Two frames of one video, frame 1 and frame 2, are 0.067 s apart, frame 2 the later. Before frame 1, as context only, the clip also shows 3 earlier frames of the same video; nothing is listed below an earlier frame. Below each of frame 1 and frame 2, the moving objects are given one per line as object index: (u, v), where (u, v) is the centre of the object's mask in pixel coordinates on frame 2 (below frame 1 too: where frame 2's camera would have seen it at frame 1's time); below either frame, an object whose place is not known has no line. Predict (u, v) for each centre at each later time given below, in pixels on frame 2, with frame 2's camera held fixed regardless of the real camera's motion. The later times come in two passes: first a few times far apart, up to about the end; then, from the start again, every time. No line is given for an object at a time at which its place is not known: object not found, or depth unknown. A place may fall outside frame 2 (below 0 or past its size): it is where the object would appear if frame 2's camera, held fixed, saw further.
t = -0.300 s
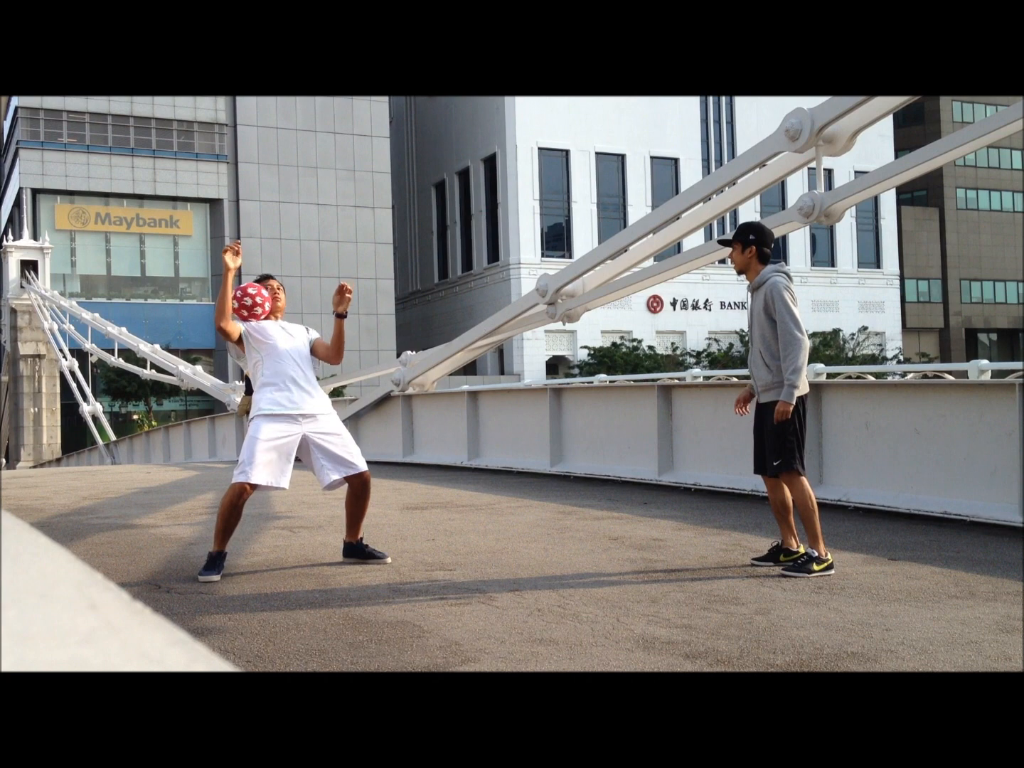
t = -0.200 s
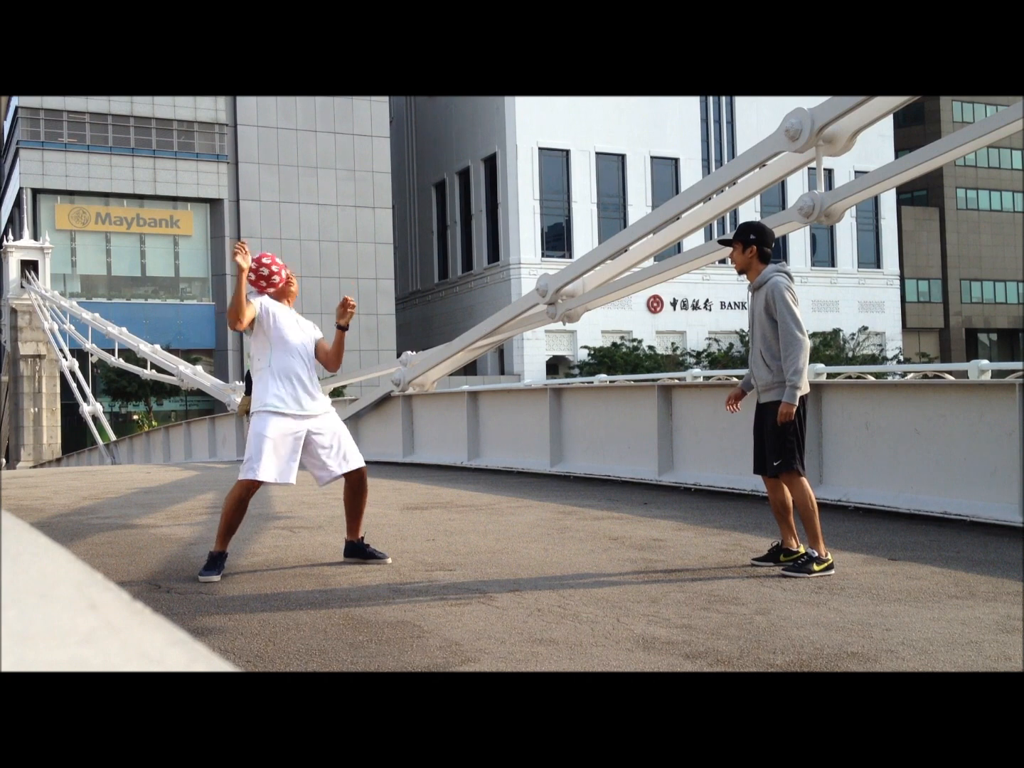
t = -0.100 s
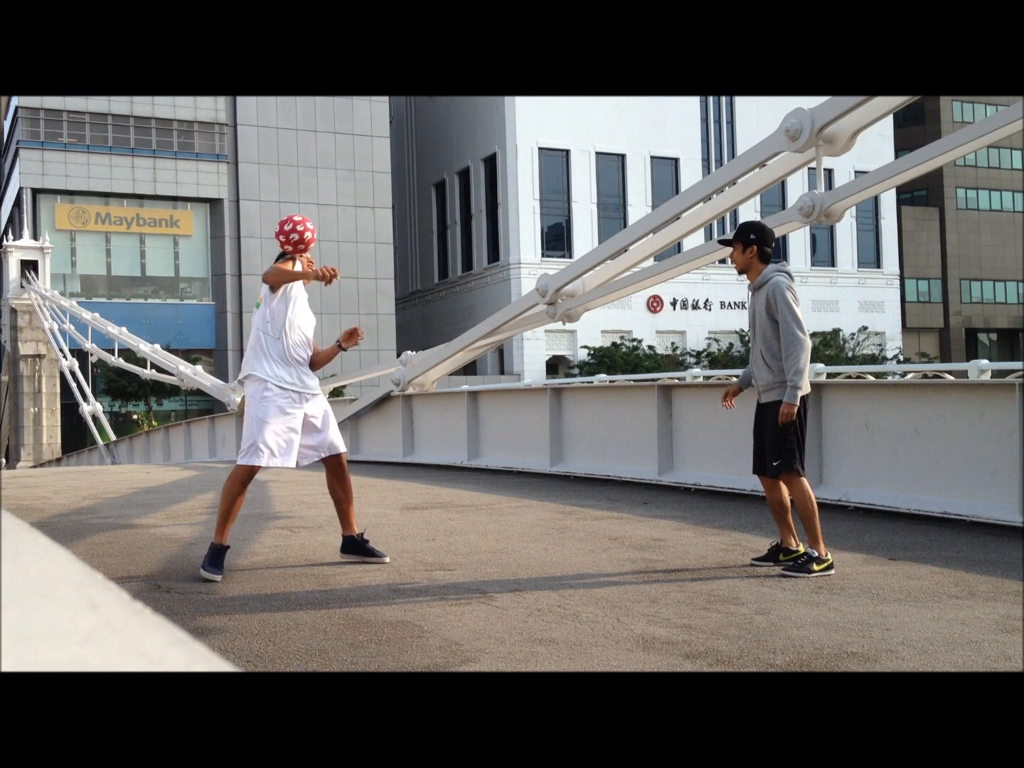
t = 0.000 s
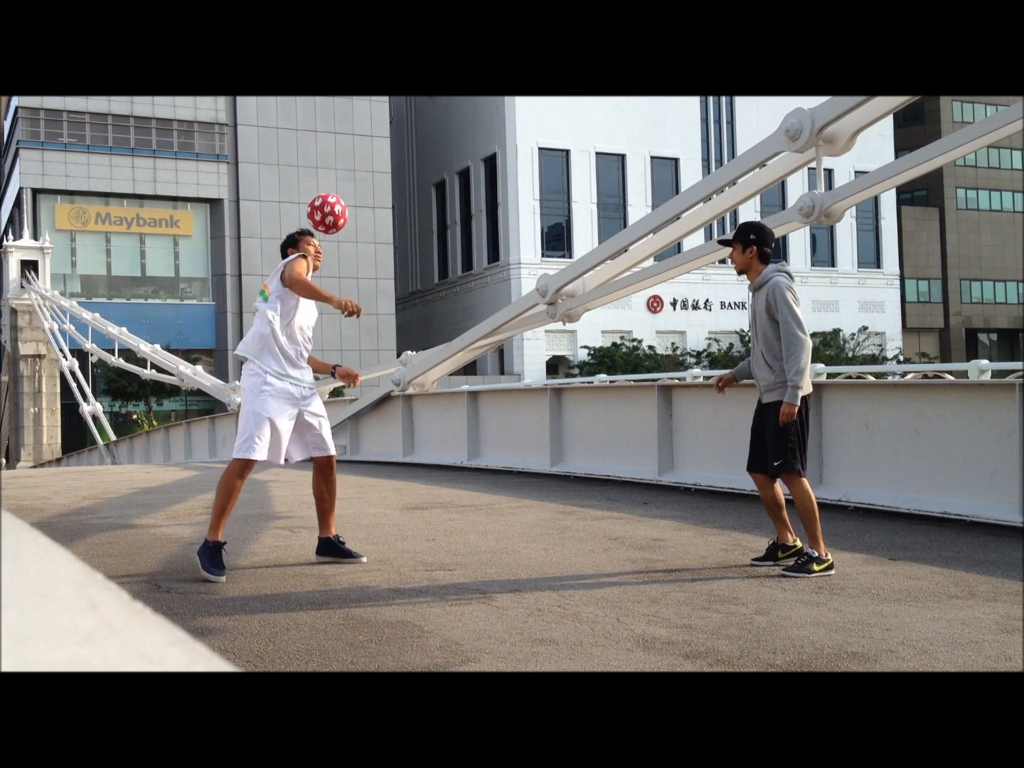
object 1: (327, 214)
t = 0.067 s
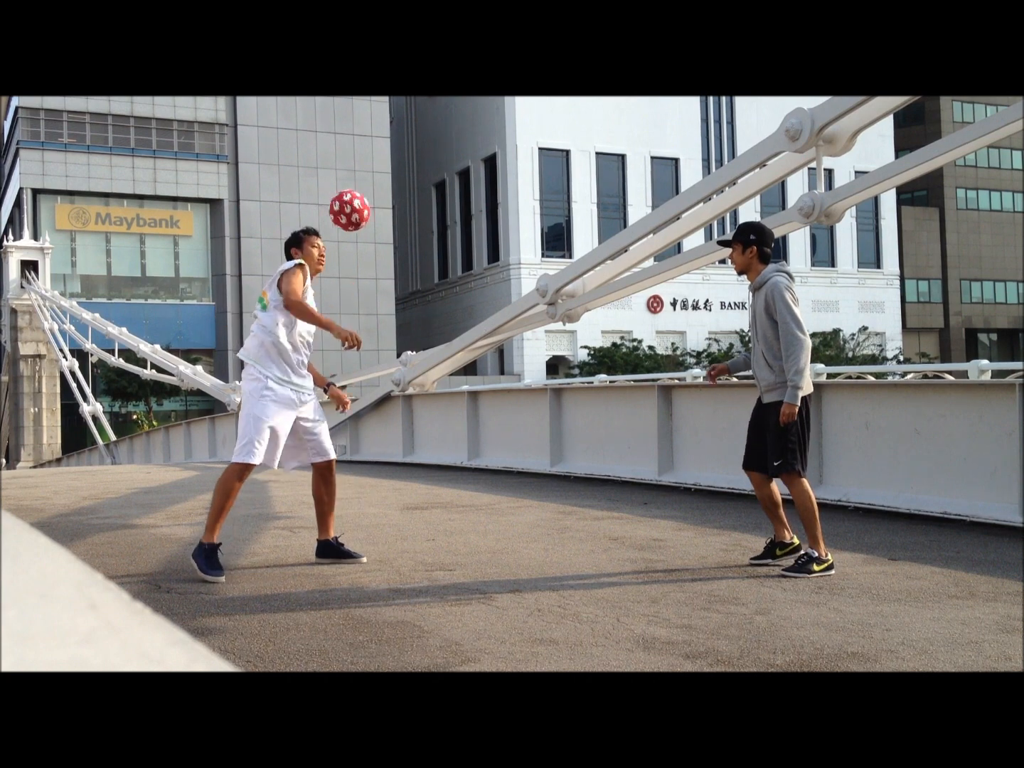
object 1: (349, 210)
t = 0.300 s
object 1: (432, 267)
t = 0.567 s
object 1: (537, 481)
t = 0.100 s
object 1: (361, 212)
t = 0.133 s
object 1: (372, 215)
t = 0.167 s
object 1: (384, 221)
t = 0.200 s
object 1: (396, 229)
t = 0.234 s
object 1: (408, 239)
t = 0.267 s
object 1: (420, 252)
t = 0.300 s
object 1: (432, 267)
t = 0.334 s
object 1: (444, 284)
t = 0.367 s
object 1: (457, 305)
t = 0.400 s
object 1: (470, 327)
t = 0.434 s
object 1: (483, 353)
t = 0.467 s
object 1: (496, 380)
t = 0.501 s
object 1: (510, 411)
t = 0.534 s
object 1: (523, 444)
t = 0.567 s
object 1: (537, 481)
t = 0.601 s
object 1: (551, 520)
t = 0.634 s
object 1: (564, 561)
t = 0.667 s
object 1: (569, 542)
